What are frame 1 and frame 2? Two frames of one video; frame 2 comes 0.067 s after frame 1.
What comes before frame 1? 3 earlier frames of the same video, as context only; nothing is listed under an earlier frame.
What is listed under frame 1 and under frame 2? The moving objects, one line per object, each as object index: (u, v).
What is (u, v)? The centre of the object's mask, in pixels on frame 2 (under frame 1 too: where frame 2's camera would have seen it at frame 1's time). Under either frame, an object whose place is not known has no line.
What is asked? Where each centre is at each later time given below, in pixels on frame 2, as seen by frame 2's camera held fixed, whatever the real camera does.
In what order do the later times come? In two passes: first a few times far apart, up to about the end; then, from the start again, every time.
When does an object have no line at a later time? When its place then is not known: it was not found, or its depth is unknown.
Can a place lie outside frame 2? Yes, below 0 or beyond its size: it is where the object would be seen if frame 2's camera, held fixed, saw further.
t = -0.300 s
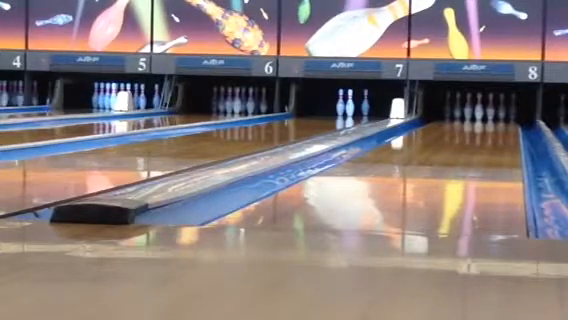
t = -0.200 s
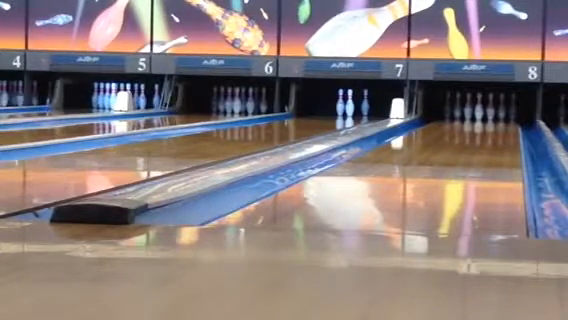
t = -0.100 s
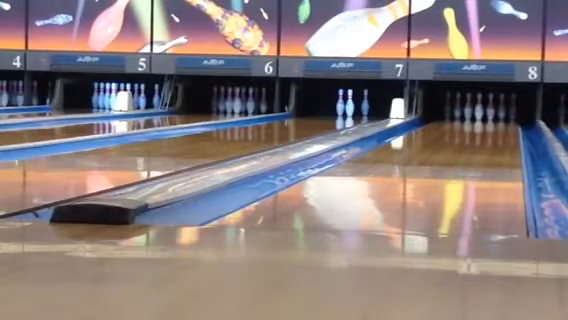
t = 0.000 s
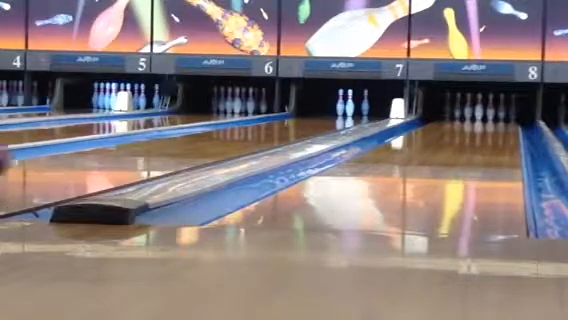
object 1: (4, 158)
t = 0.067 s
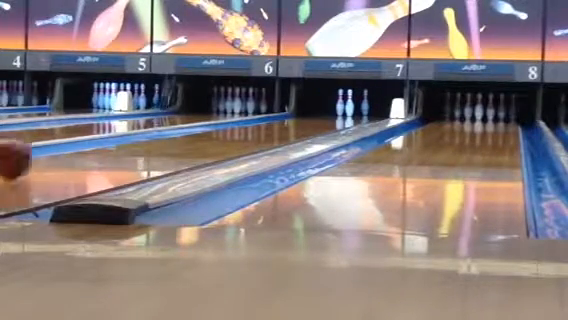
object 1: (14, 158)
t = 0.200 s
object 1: (55, 149)
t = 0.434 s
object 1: (115, 139)
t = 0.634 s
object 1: (152, 135)
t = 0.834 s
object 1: (186, 129)
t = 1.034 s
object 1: (211, 125)
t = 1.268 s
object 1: (235, 122)
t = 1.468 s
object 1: (255, 120)
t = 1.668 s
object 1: (269, 117)
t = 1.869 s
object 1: (282, 113)
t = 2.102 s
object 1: (295, 112)
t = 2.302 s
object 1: (304, 111)
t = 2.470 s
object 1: (312, 110)
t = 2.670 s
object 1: (320, 109)
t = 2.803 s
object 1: (325, 108)
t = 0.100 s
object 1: (23, 156)
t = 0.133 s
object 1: (34, 154)
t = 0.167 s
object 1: (45, 150)
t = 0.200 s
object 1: (55, 149)
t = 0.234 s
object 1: (65, 148)
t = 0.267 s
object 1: (74, 146)
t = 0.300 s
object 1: (83, 144)
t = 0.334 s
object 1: (92, 144)
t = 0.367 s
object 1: (100, 144)
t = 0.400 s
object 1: (108, 141)
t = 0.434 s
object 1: (115, 139)
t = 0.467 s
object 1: (122, 139)
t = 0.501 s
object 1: (128, 138)
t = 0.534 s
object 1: (136, 140)
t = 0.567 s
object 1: (143, 136)
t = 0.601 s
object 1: (147, 135)
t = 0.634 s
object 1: (152, 135)
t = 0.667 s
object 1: (159, 135)
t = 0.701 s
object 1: (166, 135)
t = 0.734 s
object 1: (171, 133)
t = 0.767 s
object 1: (176, 131)
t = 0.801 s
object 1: (180, 129)
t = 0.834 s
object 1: (186, 129)
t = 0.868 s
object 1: (191, 128)
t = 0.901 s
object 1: (195, 128)
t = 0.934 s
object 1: (200, 127)
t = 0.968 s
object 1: (204, 126)
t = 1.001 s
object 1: (207, 125)
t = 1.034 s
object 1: (211, 125)
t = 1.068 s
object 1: (214, 125)
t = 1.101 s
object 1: (219, 124)
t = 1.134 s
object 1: (222, 123)
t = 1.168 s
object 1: (225, 124)
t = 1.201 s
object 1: (228, 123)
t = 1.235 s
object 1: (232, 123)
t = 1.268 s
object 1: (235, 122)
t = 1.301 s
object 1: (239, 122)
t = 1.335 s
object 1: (243, 121)
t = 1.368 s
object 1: (245, 121)
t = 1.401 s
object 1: (246, 121)
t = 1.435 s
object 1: (248, 120)
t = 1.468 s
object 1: (255, 120)
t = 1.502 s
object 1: (257, 120)
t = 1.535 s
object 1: (260, 118)
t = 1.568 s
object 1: (261, 118)
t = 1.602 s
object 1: (263, 117)
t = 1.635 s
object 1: (267, 117)
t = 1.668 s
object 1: (269, 117)
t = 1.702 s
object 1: (269, 117)
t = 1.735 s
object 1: (274, 116)
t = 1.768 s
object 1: (276, 116)
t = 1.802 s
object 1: (278, 114)
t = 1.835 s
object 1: (281, 114)
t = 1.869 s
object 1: (282, 113)
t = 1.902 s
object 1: (282, 113)
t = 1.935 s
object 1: (283, 113)
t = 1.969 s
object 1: (287, 112)
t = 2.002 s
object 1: (292, 111)
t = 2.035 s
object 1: (293, 112)
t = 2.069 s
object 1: (294, 113)
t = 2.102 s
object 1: (295, 112)
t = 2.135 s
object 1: (295, 112)
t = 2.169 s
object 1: (298, 112)
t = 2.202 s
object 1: (299, 112)
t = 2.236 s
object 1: (301, 112)
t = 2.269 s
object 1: (302, 112)
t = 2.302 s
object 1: (304, 111)
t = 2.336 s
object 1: (307, 111)
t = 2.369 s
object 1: (309, 111)
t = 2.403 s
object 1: (310, 110)
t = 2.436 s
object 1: (311, 110)
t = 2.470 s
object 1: (312, 110)
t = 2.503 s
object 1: (315, 110)
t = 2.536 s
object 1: (316, 110)
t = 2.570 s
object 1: (317, 110)
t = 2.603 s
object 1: (318, 110)
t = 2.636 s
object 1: (319, 110)
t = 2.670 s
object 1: (320, 109)
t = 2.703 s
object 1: (321, 109)
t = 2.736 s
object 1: (323, 109)
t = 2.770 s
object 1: (324, 109)
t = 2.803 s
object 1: (325, 108)
